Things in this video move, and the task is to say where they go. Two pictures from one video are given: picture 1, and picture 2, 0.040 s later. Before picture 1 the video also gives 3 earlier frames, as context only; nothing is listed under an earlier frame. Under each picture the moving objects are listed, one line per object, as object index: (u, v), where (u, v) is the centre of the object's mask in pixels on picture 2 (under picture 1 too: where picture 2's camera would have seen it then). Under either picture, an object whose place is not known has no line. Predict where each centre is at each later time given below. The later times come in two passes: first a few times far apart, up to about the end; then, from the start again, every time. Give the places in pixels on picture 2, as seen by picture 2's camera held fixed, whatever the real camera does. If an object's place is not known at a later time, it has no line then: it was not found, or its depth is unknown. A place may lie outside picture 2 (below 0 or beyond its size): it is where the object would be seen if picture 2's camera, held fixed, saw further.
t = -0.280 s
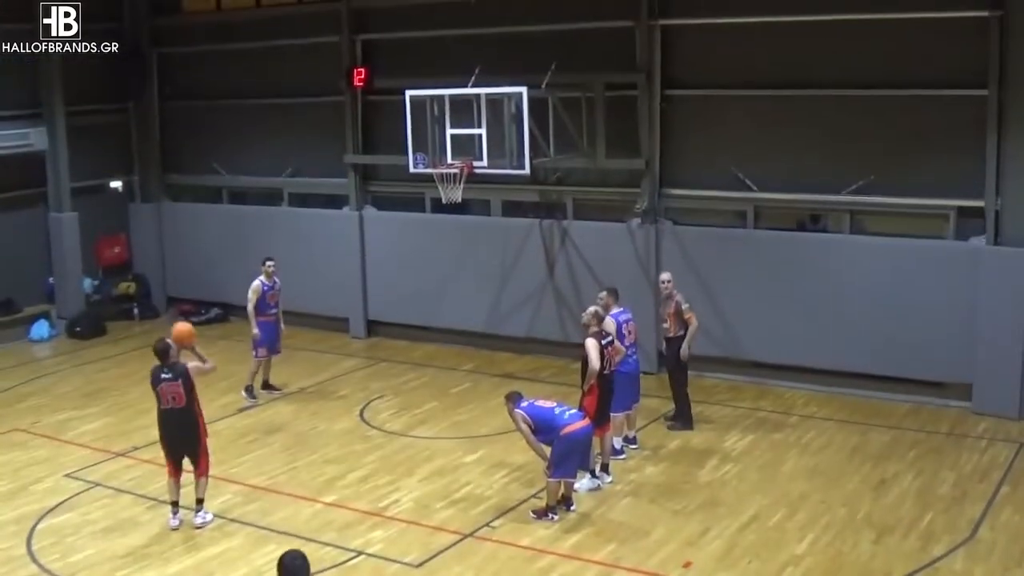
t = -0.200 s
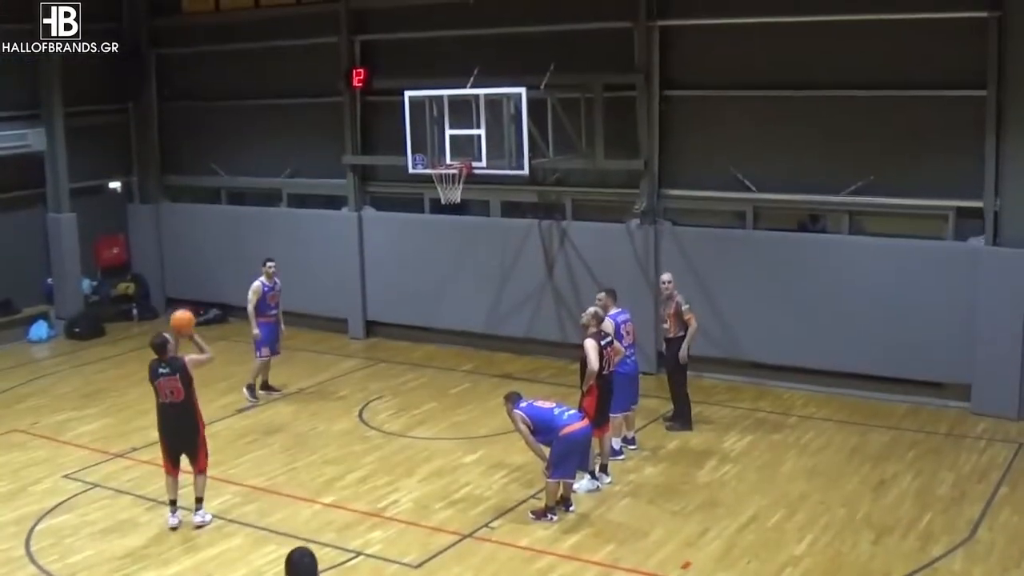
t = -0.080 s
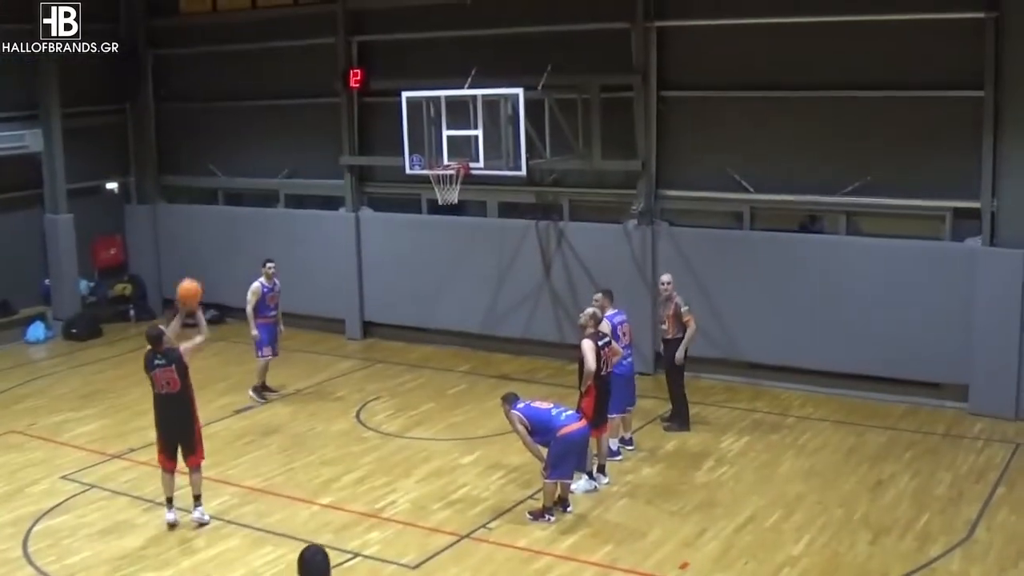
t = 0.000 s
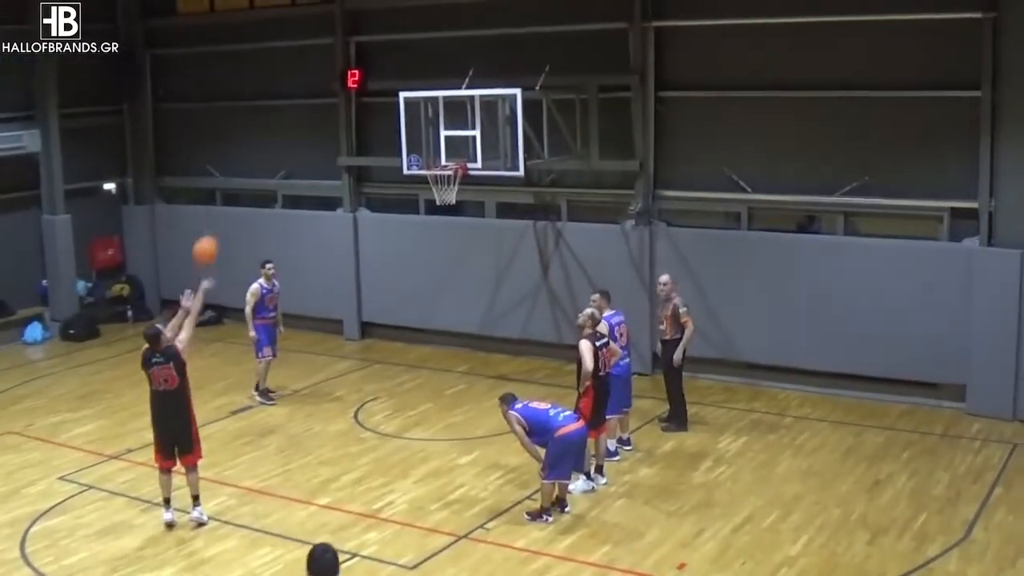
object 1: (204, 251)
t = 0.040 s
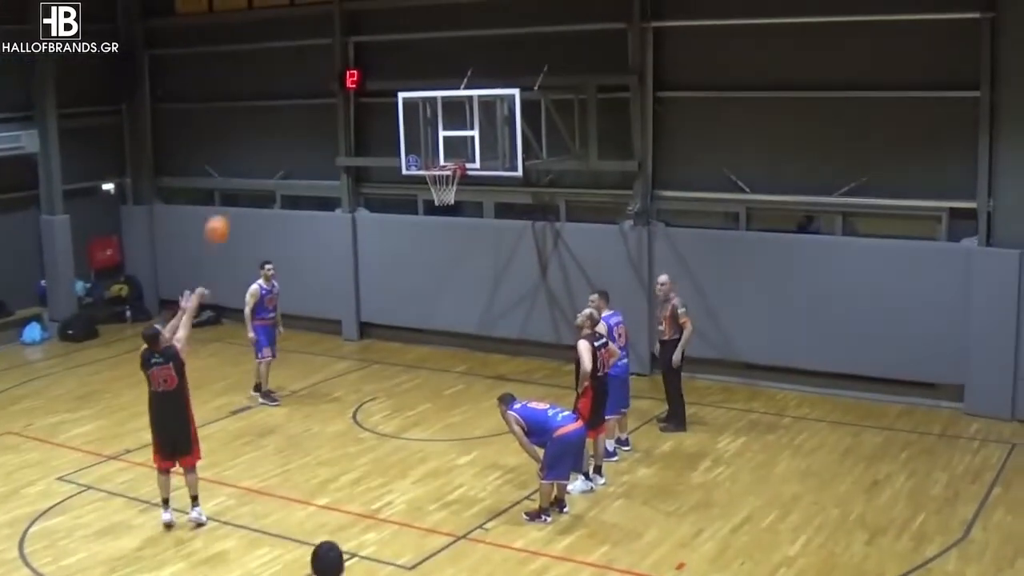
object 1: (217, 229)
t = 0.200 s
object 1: (265, 166)
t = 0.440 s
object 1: (332, 120)
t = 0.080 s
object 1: (230, 210)
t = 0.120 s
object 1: (241, 194)
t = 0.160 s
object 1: (253, 179)
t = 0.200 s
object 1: (265, 166)
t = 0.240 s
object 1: (276, 154)
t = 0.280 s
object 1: (287, 144)
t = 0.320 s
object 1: (299, 136)
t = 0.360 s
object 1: (310, 129)
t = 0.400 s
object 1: (321, 124)
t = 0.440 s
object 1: (332, 120)
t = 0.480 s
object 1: (342, 118)
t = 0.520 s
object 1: (352, 118)
